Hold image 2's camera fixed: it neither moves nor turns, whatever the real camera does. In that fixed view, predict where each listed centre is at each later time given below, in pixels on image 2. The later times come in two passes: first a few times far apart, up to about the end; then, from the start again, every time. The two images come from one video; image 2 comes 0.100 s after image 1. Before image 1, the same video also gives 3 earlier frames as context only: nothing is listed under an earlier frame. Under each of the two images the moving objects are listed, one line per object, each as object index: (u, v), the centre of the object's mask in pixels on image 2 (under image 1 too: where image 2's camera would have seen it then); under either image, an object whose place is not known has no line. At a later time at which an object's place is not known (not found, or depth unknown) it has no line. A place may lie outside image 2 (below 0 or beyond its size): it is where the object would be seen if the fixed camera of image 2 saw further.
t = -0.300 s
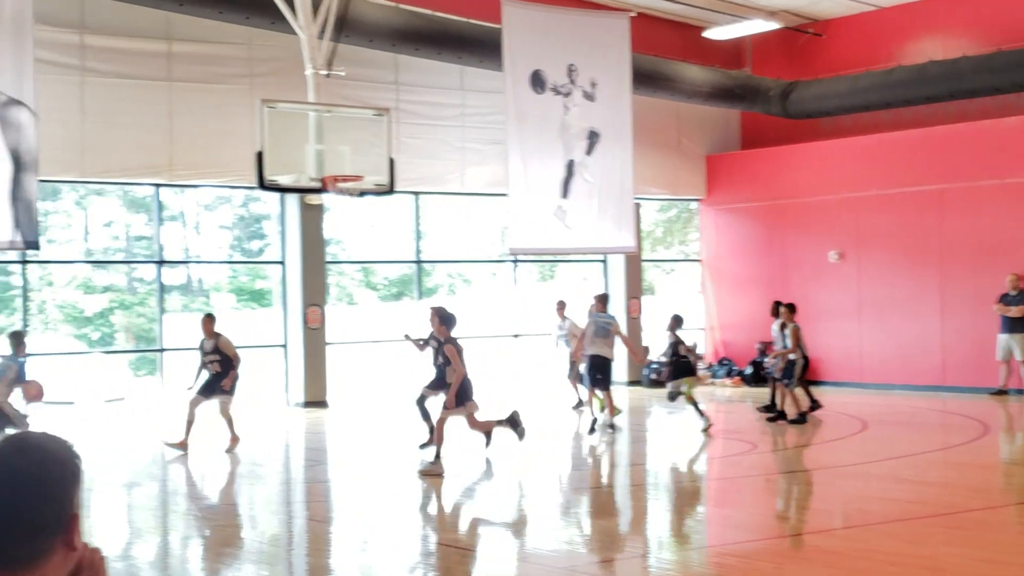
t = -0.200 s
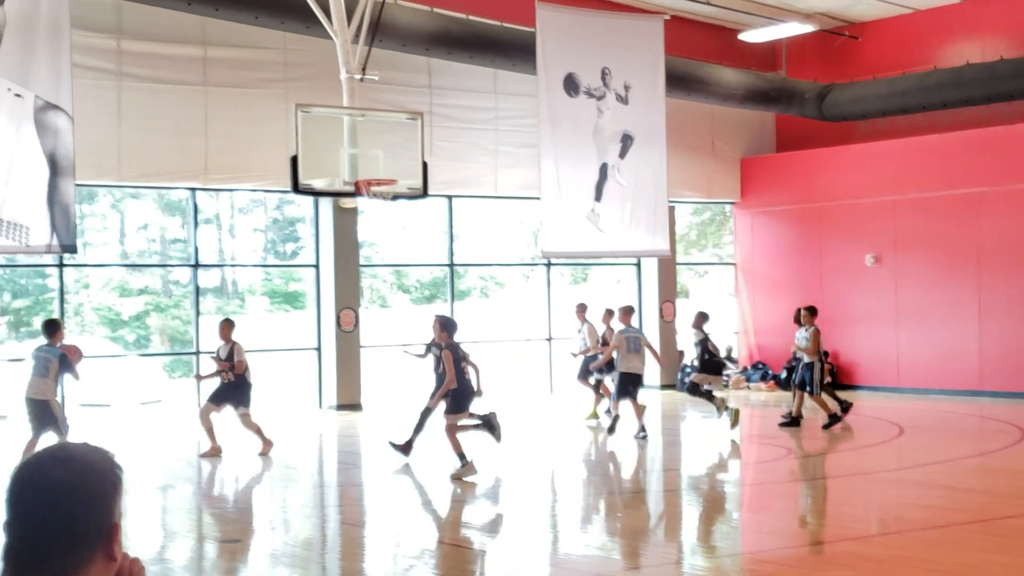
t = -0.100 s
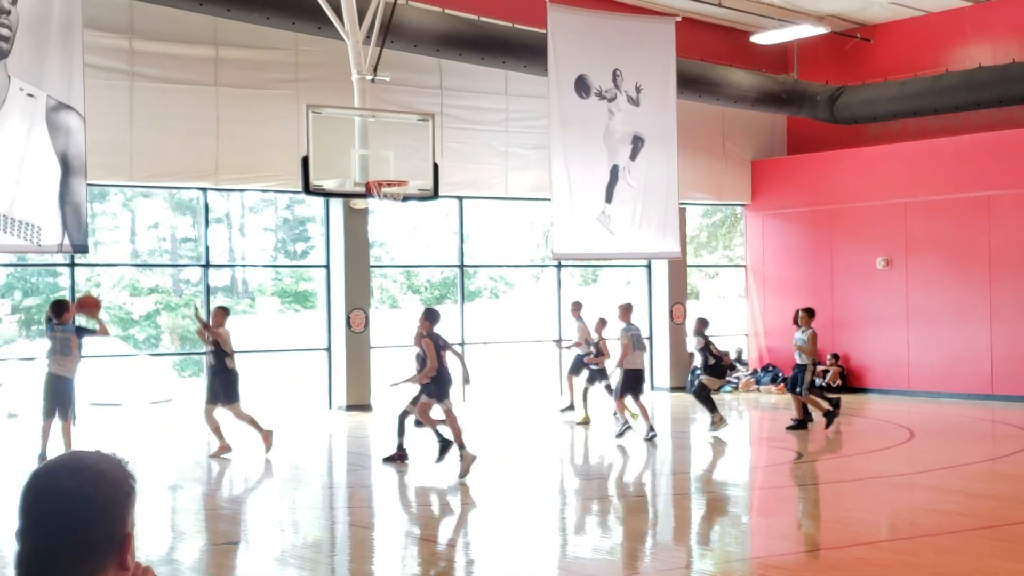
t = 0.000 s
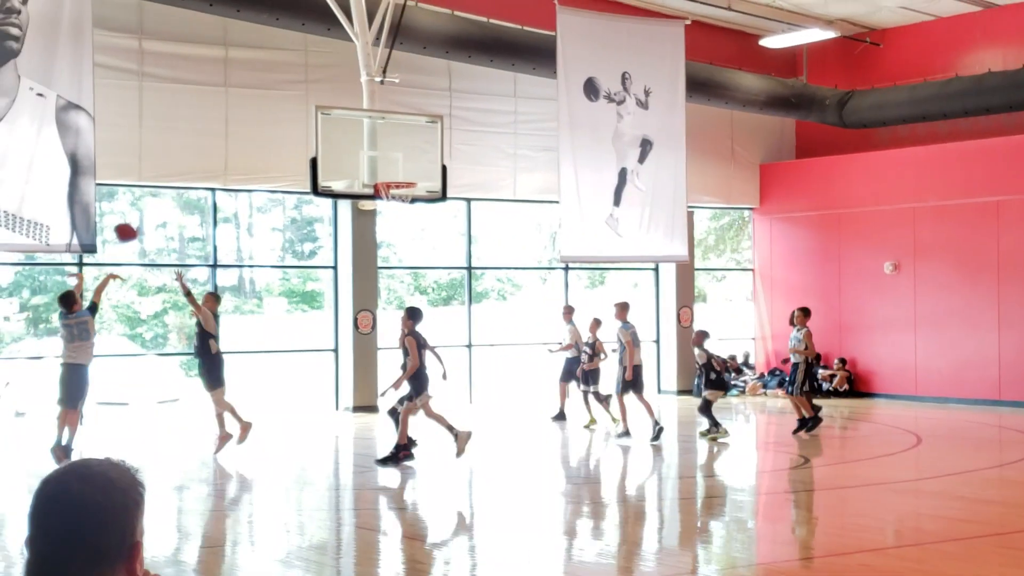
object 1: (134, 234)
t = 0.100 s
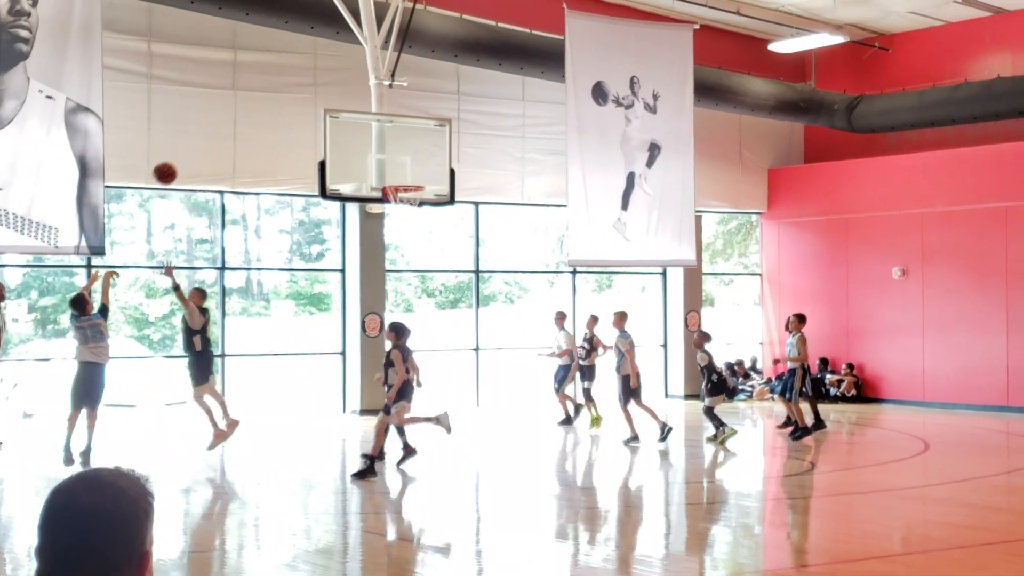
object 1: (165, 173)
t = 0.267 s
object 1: (211, 102)
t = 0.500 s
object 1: (266, 57)
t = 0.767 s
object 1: (323, 68)
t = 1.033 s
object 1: (373, 133)
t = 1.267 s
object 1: (421, 175)
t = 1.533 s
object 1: (486, 197)
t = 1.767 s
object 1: (547, 268)
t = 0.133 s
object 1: (175, 156)
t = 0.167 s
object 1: (184, 140)
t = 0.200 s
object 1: (193, 126)
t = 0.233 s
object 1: (202, 113)
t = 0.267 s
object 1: (211, 102)
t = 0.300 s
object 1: (219, 92)
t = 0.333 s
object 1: (228, 83)
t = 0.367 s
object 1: (236, 76)
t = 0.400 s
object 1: (243, 70)
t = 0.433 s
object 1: (251, 64)
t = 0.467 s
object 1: (259, 60)
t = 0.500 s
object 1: (266, 57)
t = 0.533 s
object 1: (274, 55)
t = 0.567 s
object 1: (281, 54)
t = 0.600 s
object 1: (289, 54)
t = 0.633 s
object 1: (296, 55)
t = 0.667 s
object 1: (303, 56)
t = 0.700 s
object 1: (310, 59)
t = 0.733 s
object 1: (316, 63)
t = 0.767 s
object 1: (323, 68)
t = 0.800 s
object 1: (329, 73)
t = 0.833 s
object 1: (336, 79)
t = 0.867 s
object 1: (342, 86)
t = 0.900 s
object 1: (349, 94)
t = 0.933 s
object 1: (355, 103)
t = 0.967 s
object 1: (361, 112)
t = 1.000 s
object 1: (367, 122)
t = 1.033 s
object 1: (373, 133)
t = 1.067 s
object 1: (378, 144)
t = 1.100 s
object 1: (384, 157)
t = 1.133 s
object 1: (389, 169)
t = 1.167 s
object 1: (397, 178)
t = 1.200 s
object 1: (404, 179)
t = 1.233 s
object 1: (412, 177)
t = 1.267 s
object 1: (421, 175)
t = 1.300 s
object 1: (428, 175)
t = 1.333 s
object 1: (436, 175)
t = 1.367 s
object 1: (445, 177)
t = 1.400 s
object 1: (453, 179)
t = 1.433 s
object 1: (461, 182)
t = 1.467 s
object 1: (470, 186)
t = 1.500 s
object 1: (478, 192)
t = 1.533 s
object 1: (486, 197)
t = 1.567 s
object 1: (495, 204)
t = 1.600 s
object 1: (503, 212)
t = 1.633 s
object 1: (512, 221)
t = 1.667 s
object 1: (521, 231)
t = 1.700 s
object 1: (529, 242)
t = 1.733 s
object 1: (538, 255)
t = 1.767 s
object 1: (547, 268)
